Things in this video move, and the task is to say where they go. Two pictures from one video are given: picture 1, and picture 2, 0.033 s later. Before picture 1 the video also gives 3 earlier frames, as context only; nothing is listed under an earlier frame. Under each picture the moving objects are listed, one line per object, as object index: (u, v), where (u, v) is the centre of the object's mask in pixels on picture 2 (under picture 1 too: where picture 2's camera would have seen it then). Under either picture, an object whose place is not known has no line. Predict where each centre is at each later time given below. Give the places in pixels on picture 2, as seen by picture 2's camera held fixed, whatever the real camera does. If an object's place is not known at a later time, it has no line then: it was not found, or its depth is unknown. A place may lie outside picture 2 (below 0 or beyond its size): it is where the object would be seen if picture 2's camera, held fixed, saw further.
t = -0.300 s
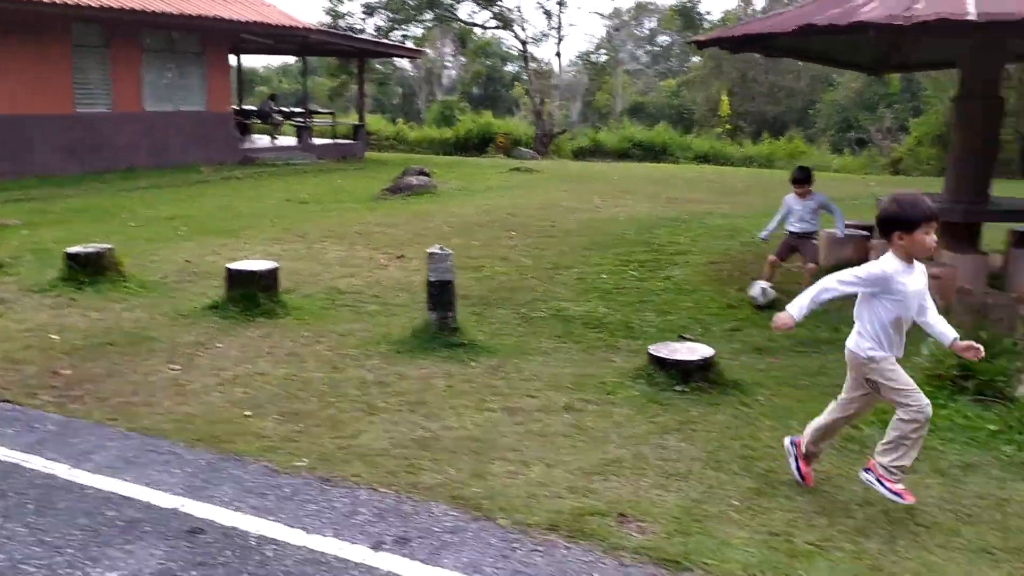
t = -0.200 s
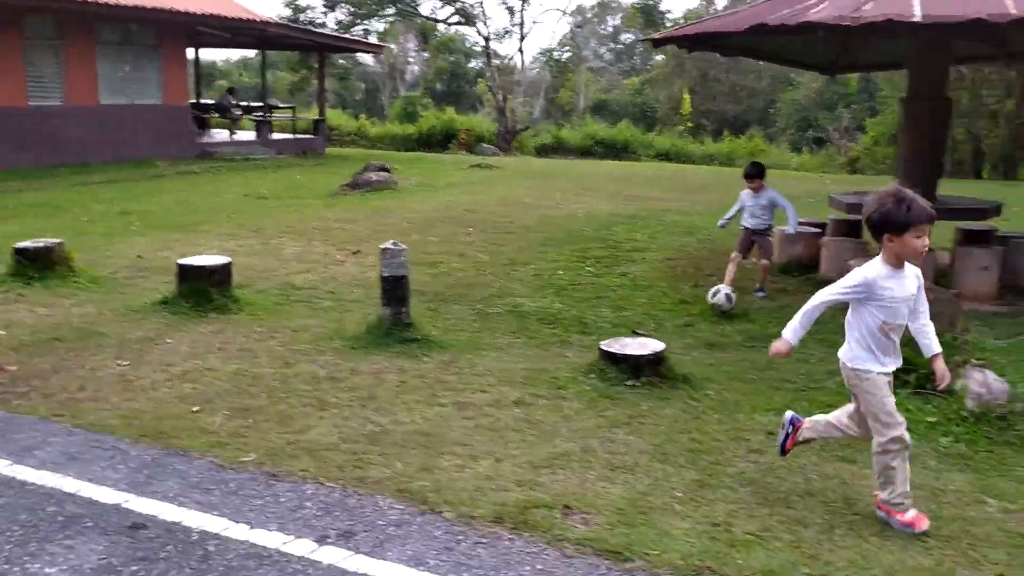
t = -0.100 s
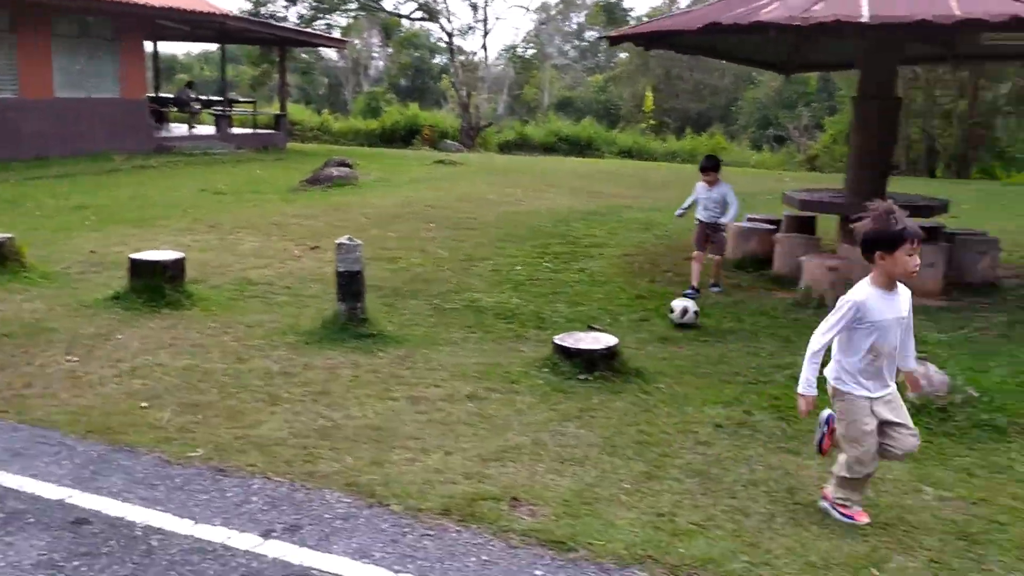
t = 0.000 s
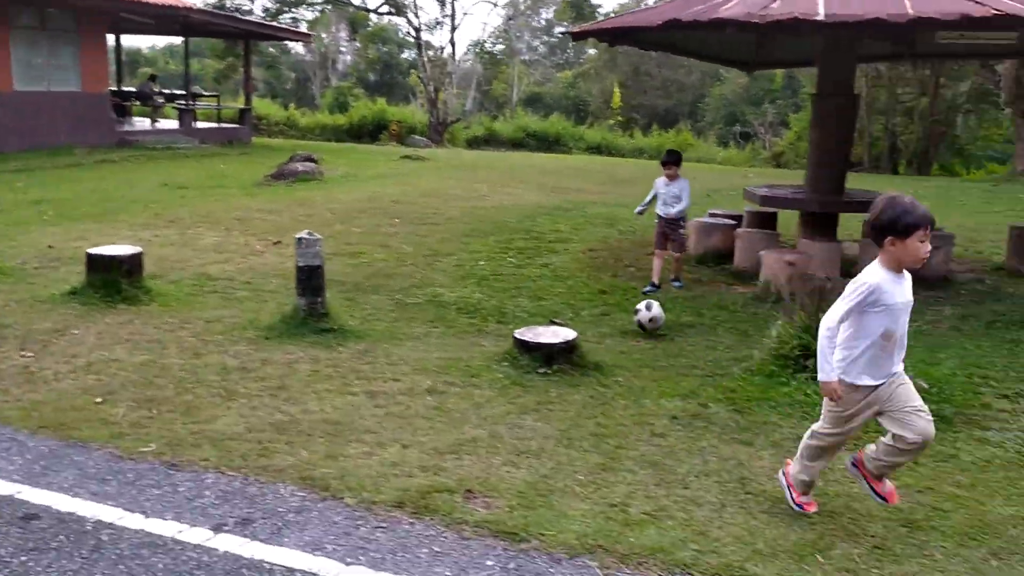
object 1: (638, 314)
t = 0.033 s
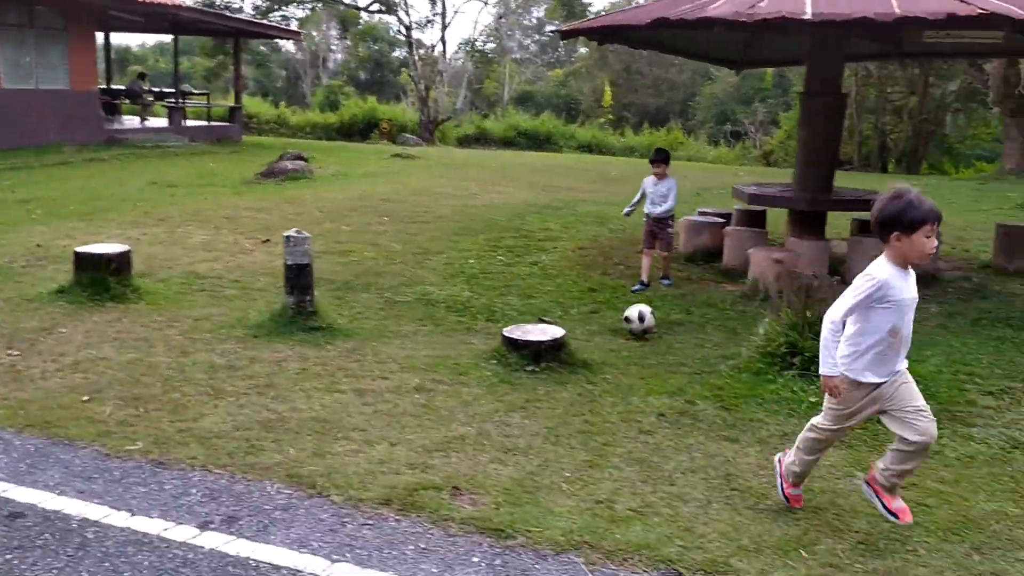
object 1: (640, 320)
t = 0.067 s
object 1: (641, 328)
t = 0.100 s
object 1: (642, 330)
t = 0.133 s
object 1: (643, 329)
